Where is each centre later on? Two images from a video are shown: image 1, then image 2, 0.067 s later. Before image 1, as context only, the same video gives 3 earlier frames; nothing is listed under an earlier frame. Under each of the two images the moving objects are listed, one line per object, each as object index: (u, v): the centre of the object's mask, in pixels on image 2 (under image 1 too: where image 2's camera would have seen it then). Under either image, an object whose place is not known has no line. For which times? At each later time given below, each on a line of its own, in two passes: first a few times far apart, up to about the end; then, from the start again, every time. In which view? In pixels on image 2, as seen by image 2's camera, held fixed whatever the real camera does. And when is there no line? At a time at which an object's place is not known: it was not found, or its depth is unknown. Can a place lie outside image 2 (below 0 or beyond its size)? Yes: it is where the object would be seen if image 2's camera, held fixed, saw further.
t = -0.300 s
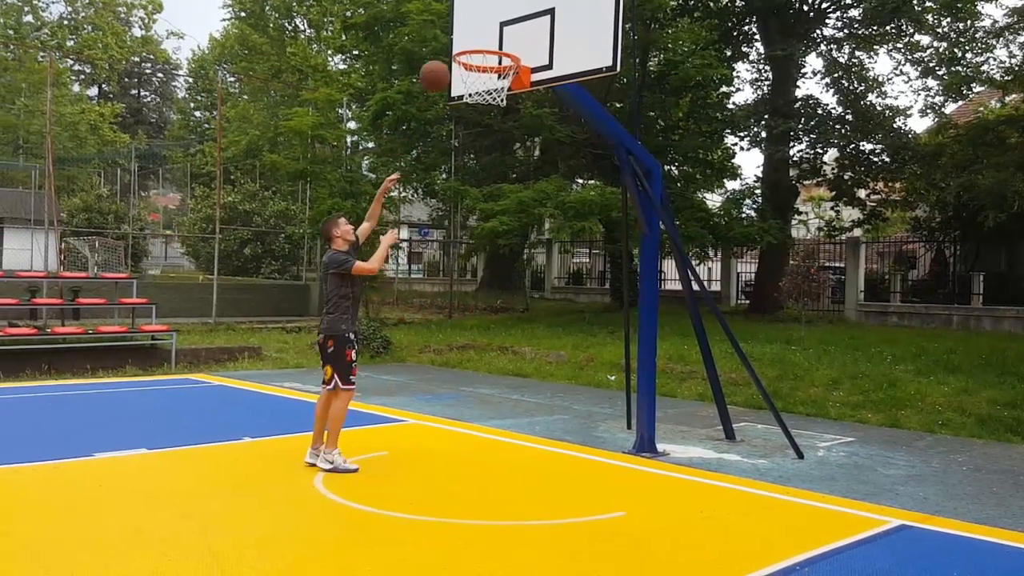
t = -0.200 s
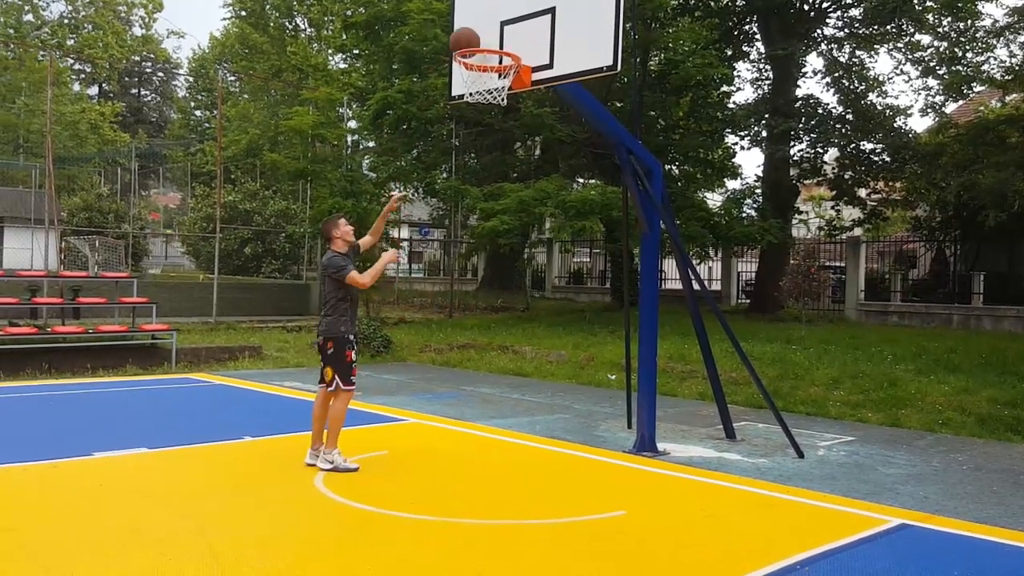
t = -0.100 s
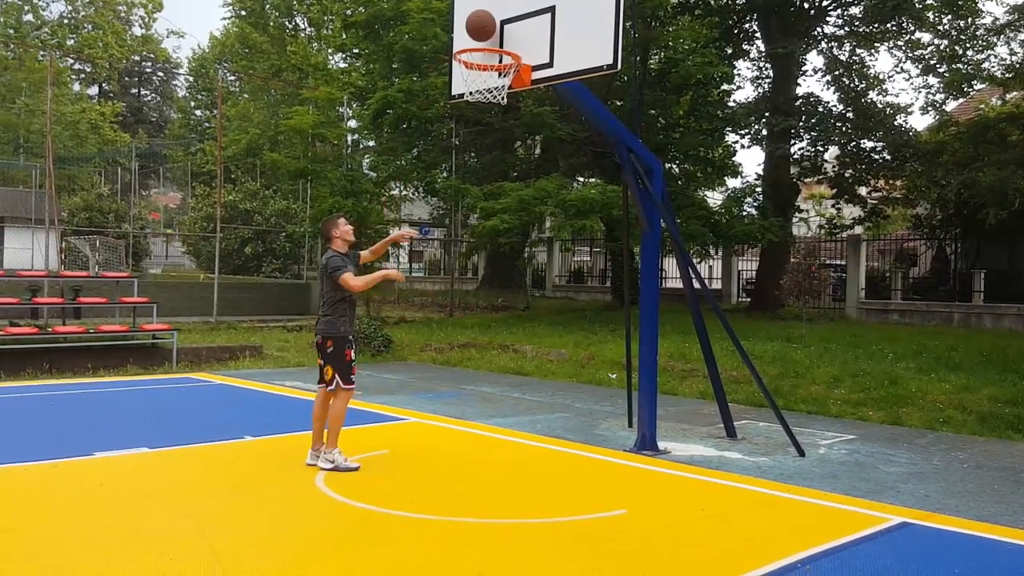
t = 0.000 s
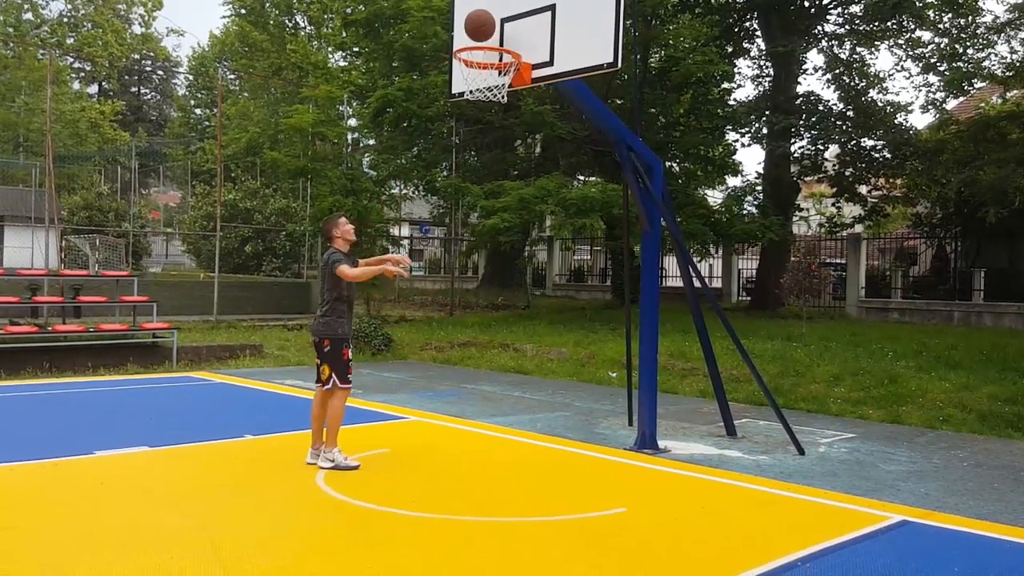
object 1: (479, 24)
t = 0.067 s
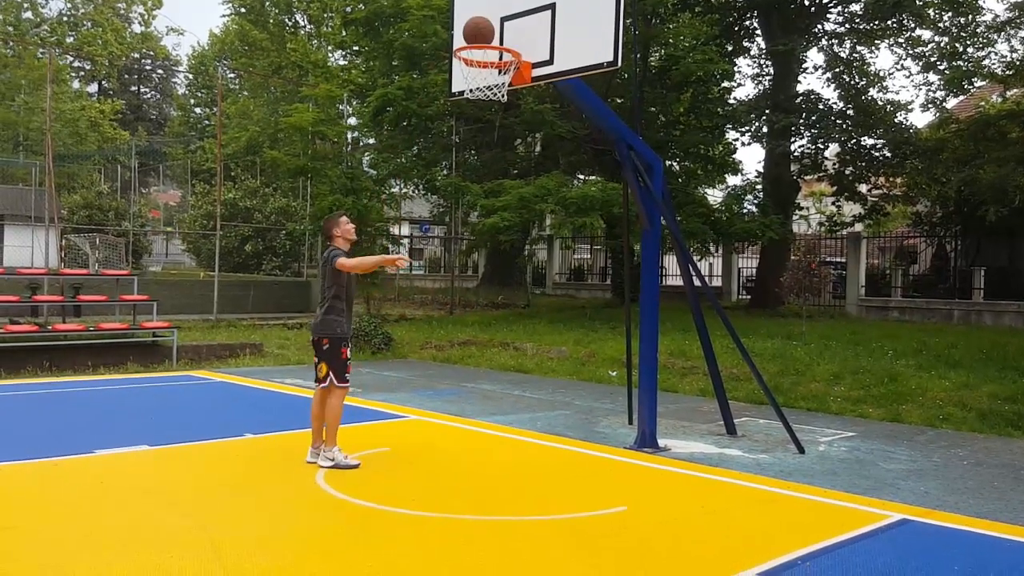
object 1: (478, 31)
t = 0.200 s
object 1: (480, 59)
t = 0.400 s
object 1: (487, 107)
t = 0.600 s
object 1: (491, 207)
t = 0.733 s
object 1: (492, 307)
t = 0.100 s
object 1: (478, 38)
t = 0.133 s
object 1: (478, 48)
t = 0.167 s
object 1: (479, 51)
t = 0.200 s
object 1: (480, 59)
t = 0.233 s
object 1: (482, 63)
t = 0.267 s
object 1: (483, 69)
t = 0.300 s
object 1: (483, 77)
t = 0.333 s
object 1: (486, 88)
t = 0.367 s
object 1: (487, 97)
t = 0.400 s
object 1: (487, 107)
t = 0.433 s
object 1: (487, 120)
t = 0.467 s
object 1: (488, 134)
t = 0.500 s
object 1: (489, 150)
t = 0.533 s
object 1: (490, 167)
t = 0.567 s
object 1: (491, 186)
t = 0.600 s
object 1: (491, 207)
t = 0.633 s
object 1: (491, 229)
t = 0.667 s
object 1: (492, 253)
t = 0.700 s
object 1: (492, 280)
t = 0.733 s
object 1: (492, 307)
